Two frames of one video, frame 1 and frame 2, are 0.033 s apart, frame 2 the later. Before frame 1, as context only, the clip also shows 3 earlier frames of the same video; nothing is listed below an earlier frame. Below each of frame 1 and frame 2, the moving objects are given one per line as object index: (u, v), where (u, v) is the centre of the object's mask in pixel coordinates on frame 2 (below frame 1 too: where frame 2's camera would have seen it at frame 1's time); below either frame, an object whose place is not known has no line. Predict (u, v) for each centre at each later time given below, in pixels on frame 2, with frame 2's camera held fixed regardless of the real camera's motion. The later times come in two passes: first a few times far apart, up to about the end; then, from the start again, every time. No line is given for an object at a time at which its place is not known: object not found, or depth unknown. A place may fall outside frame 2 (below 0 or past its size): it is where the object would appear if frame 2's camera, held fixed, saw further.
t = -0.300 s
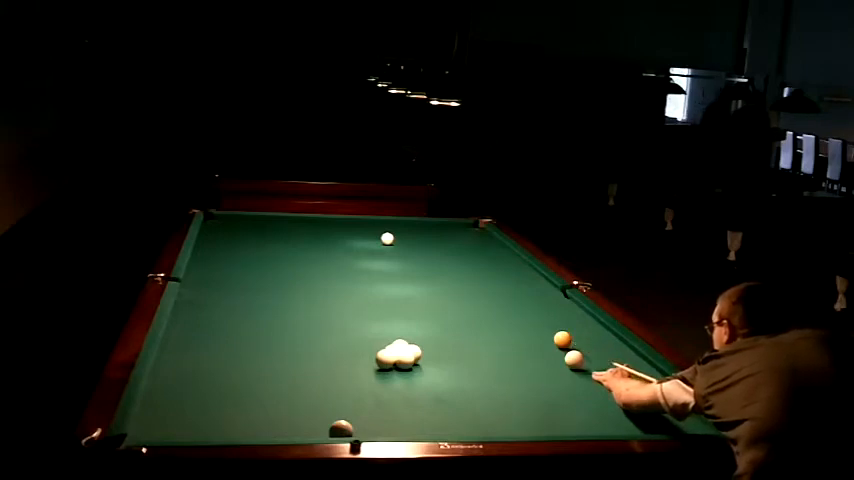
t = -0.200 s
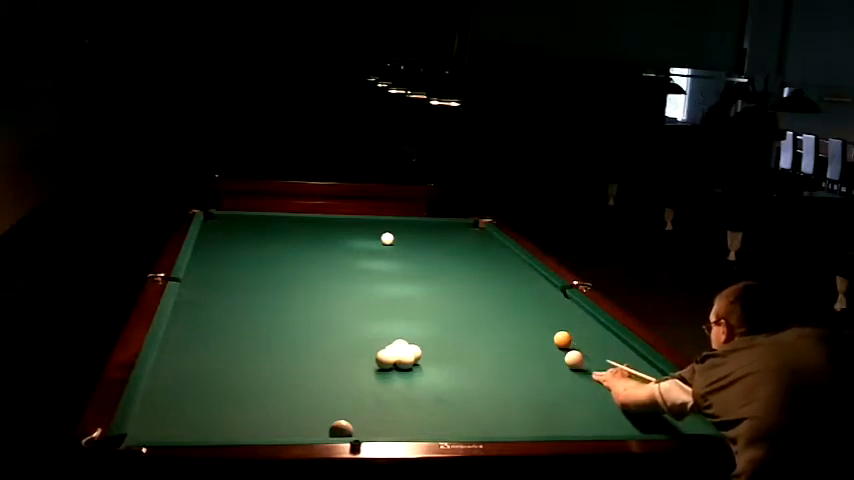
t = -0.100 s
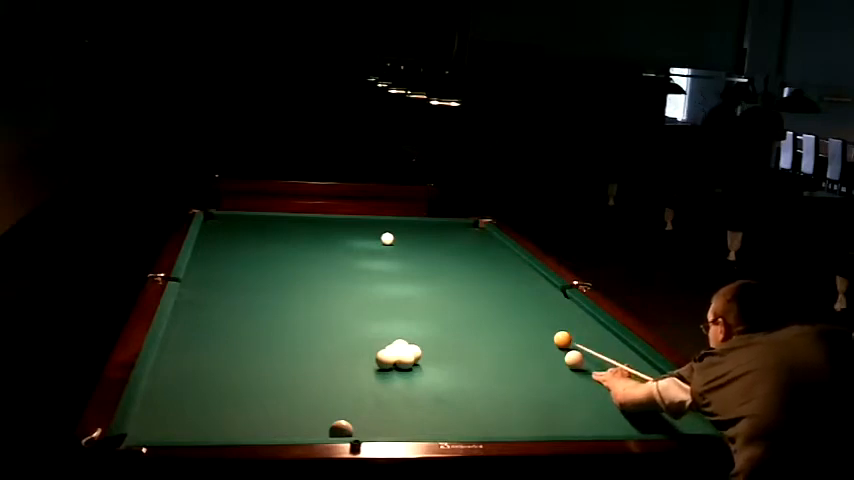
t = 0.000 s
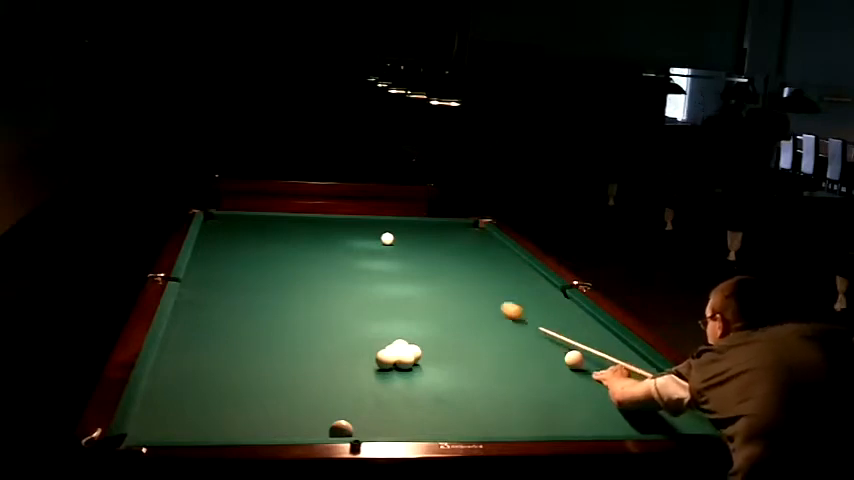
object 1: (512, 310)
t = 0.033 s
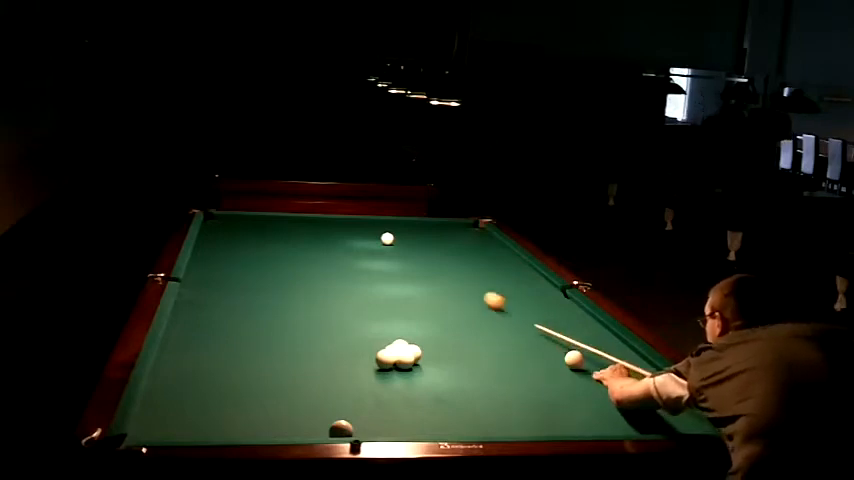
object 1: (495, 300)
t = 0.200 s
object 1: (424, 262)
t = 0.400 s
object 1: (364, 239)
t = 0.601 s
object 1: (308, 232)
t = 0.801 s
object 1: (257, 223)
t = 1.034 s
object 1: (211, 216)
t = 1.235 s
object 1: (232, 222)
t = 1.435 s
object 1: (252, 227)
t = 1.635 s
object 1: (273, 233)
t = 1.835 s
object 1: (294, 238)
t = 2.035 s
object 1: (316, 244)
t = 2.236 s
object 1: (338, 250)
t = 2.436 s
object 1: (361, 256)
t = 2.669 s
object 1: (389, 263)
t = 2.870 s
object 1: (413, 270)
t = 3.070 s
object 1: (438, 276)
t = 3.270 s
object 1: (464, 283)
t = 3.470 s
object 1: (490, 290)
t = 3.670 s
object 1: (517, 298)
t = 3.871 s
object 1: (545, 305)
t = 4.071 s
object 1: (573, 313)
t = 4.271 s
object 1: (588, 320)
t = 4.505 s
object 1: (582, 325)
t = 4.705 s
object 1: (578, 330)
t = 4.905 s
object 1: (573, 335)
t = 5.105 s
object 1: (569, 339)
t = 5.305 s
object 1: (565, 344)
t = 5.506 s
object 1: (560, 349)
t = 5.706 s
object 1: (556, 354)
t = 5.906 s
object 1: (553, 359)
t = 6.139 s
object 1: (548, 364)
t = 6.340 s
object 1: (544, 368)
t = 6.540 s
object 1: (539, 372)
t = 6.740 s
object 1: (535, 376)
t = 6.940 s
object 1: (531, 380)
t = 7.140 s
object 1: (527, 383)
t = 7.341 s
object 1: (523, 386)
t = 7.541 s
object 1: (520, 389)
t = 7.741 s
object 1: (517, 392)
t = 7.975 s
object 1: (514, 394)
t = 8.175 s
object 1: (511, 397)
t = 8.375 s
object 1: (509, 398)
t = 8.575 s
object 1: (506, 400)
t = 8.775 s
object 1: (505, 401)
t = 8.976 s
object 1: (504, 402)
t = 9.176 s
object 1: (503, 402)
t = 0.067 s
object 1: (478, 292)
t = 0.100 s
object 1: (463, 283)
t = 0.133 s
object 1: (449, 276)
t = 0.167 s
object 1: (437, 269)
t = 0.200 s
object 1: (424, 262)
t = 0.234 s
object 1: (413, 256)
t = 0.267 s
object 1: (403, 250)
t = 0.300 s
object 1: (393, 245)
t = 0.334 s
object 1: (383, 241)
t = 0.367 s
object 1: (374, 240)
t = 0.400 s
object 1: (364, 239)
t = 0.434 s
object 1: (354, 238)
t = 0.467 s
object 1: (345, 237)
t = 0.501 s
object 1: (335, 236)
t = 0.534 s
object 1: (326, 235)
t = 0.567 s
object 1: (317, 233)
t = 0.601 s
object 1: (308, 232)
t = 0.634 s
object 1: (299, 231)
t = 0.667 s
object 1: (291, 229)
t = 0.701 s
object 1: (282, 227)
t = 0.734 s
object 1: (274, 226)
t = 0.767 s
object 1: (265, 224)
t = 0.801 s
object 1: (257, 223)
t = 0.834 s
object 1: (249, 221)
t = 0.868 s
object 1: (241, 220)
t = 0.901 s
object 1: (233, 218)
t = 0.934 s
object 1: (225, 217)
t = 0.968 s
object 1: (218, 215)
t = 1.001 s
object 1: (212, 216)
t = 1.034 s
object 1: (211, 216)
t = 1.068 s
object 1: (215, 217)
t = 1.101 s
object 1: (218, 218)
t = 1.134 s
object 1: (222, 219)
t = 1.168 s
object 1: (225, 220)
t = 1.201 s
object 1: (229, 221)
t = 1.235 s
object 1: (232, 222)
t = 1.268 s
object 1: (235, 222)
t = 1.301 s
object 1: (238, 224)
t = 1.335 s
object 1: (242, 225)
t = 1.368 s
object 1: (245, 225)
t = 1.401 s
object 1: (249, 226)
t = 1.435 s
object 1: (252, 227)
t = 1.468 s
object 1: (255, 228)
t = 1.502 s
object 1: (259, 229)
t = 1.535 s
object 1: (262, 230)
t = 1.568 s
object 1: (266, 231)
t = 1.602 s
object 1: (269, 232)
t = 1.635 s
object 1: (273, 233)
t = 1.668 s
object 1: (277, 234)
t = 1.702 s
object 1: (280, 235)
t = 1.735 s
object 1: (283, 236)
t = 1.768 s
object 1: (287, 236)
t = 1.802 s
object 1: (291, 237)
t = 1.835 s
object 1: (294, 238)
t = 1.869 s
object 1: (298, 239)
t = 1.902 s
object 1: (302, 240)
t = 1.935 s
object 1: (305, 241)
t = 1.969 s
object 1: (309, 242)
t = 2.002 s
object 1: (312, 243)
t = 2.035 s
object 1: (316, 244)
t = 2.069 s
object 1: (320, 245)
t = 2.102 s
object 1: (324, 246)
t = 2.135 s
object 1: (327, 247)
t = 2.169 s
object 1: (331, 248)
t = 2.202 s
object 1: (335, 249)
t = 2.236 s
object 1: (338, 250)
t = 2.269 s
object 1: (342, 251)
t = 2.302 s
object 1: (346, 252)
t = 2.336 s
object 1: (350, 253)
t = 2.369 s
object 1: (354, 254)
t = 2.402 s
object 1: (358, 255)
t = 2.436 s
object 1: (361, 256)
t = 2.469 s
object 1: (365, 257)
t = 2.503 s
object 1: (369, 258)
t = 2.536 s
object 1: (373, 259)
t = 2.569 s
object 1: (377, 260)
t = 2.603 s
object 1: (381, 261)
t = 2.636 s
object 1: (385, 262)
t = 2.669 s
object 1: (389, 263)
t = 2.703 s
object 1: (393, 264)
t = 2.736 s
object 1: (397, 265)
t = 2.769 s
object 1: (401, 267)
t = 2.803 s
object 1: (405, 268)
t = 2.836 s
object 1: (409, 269)
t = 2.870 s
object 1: (413, 270)
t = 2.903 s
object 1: (417, 270)
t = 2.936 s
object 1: (422, 272)
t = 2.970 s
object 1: (426, 273)
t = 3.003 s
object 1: (430, 274)
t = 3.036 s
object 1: (434, 275)
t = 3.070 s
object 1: (438, 276)
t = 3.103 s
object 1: (442, 278)
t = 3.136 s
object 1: (447, 279)
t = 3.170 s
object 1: (451, 280)
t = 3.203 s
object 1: (455, 281)
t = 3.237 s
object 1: (459, 282)
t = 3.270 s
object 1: (464, 283)
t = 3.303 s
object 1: (468, 284)
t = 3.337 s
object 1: (473, 286)
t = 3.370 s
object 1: (477, 287)
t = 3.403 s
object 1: (482, 288)
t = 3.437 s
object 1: (486, 289)
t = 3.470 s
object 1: (490, 290)
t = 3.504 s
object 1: (495, 292)
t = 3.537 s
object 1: (499, 293)
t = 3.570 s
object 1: (504, 294)
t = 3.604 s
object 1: (508, 295)
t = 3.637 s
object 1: (513, 296)
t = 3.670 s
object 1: (517, 298)
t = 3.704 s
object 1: (522, 299)
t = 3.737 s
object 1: (527, 300)
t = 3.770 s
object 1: (531, 301)
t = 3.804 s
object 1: (535, 303)
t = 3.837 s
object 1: (540, 304)
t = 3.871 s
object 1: (545, 305)
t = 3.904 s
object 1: (550, 306)
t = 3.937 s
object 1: (554, 308)
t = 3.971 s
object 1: (559, 309)
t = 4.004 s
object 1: (564, 310)
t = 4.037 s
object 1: (568, 312)
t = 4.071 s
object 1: (573, 313)
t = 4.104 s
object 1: (578, 314)
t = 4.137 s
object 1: (583, 315)
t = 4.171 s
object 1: (587, 317)
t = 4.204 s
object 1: (590, 318)
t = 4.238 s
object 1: (588, 319)
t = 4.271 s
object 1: (588, 320)
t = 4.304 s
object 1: (587, 320)
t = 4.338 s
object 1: (586, 321)
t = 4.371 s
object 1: (585, 322)
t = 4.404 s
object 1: (585, 323)
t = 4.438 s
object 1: (584, 323)
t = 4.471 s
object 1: (583, 324)
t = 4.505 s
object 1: (582, 325)
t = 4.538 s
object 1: (582, 326)
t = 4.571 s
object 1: (581, 327)
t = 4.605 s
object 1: (580, 328)
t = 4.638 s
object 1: (579, 329)
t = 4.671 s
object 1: (579, 329)
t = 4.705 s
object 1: (578, 330)
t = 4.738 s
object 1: (577, 331)
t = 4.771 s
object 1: (576, 332)
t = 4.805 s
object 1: (576, 332)
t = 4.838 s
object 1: (575, 333)
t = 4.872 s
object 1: (574, 334)
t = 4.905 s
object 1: (573, 335)
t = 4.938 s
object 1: (573, 335)
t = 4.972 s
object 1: (572, 336)
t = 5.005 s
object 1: (571, 337)
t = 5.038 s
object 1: (571, 338)
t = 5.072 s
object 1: (570, 338)
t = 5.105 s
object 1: (569, 339)
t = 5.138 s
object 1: (569, 340)
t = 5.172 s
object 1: (568, 341)
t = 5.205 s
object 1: (567, 342)
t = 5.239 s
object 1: (566, 342)
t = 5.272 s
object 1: (565, 343)
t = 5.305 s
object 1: (565, 344)
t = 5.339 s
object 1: (564, 345)
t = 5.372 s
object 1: (563, 345)
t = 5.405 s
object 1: (562, 346)
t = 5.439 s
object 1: (562, 347)
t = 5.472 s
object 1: (561, 348)
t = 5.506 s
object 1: (560, 349)
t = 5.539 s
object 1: (560, 349)
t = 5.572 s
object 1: (559, 350)
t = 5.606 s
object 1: (558, 351)
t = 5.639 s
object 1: (558, 352)
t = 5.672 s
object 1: (557, 353)
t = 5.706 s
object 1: (556, 354)
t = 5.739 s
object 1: (556, 355)
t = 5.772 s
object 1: (555, 355)
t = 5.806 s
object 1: (555, 356)
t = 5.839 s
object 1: (554, 357)
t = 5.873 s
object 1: (553, 357)
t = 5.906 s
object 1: (553, 359)
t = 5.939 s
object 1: (552, 359)
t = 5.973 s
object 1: (551, 360)
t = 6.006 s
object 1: (551, 361)
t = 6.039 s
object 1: (550, 362)
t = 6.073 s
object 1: (549, 362)
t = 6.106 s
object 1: (548, 363)
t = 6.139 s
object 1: (548, 364)
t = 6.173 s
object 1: (547, 365)
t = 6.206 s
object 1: (546, 365)
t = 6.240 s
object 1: (546, 366)
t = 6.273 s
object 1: (545, 367)
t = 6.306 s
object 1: (544, 367)
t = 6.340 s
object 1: (544, 368)
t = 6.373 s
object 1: (543, 369)
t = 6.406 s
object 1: (542, 369)
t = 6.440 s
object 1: (541, 370)
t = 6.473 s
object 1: (541, 371)
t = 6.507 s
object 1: (540, 371)
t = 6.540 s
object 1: (539, 372)
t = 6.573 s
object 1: (539, 373)
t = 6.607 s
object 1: (538, 373)
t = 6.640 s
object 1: (537, 374)
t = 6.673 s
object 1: (537, 374)
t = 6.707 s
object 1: (536, 375)
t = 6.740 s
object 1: (535, 376)
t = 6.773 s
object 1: (535, 377)
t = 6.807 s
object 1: (534, 377)
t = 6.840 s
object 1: (533, 378)
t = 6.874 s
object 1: (532, 379)
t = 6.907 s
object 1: (532, 379)
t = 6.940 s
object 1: (531, 380)
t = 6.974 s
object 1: (530, 380)
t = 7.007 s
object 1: (530, 381)
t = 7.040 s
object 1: (529, 381)
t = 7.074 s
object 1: (528, 382)
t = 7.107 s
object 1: (528, 383)
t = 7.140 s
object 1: (527, 383)
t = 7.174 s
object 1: (526, 383)
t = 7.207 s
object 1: (526, 384)
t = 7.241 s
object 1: (525, 385)
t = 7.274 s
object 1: (524, 385)
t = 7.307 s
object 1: (524, 386)
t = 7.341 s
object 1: (523, 386)
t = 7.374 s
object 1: (523, 387)
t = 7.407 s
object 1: (522, 387)
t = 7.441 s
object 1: (522, 387)
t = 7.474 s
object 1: (521, 388)
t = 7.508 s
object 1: (521, 388)
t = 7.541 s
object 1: (520, 389)
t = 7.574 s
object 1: (520, 389)
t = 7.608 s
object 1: (519, 390)
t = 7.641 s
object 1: (518, 390)
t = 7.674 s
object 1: (518, 391)
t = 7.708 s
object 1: (517, 391)
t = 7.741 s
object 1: (517, 392)
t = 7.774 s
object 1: (516, 392)
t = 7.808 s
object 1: (516, 393)
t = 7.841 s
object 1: (515, 393)
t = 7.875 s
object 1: (515, 393)
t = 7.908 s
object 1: (514, 394)
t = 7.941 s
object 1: (514, 394)
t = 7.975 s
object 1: (514, 394)
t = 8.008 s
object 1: (513, 395)
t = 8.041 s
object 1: (513, 395)
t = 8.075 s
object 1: (512, 396)
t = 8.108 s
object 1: (512, 396)
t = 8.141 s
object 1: (511, 396)
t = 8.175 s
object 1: (511, 397)
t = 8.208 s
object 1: (511, 397)
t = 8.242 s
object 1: (510, 397)
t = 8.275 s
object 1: (510, 397)
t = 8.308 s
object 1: (509, 398)
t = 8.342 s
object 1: (509, 398)
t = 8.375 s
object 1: (509, 398)
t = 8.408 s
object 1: (508, 399)
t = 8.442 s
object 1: (508, 399)
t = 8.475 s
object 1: (508, 399)
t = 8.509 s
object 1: (507, 399)
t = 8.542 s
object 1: (507, 399)
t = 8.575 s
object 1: (506, 400)
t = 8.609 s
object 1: (506, 400)
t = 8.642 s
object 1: (506, 400)
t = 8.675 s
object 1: (506, 400)
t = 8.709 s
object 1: (505, 400)
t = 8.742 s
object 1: (505, 401)
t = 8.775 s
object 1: (505, 401)
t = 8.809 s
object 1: (505, 401)
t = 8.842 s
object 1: (505, 401)
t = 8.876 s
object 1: (504, 401)
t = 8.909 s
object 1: (504, 401)
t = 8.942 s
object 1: (504, 402)
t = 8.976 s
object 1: (504, 402)
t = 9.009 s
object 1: (504, 402)
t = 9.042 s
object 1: (503, 402)
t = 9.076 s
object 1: (503, 402)
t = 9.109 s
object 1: (503, 402)
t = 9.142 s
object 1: (503, 402)
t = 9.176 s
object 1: (503, 402)
